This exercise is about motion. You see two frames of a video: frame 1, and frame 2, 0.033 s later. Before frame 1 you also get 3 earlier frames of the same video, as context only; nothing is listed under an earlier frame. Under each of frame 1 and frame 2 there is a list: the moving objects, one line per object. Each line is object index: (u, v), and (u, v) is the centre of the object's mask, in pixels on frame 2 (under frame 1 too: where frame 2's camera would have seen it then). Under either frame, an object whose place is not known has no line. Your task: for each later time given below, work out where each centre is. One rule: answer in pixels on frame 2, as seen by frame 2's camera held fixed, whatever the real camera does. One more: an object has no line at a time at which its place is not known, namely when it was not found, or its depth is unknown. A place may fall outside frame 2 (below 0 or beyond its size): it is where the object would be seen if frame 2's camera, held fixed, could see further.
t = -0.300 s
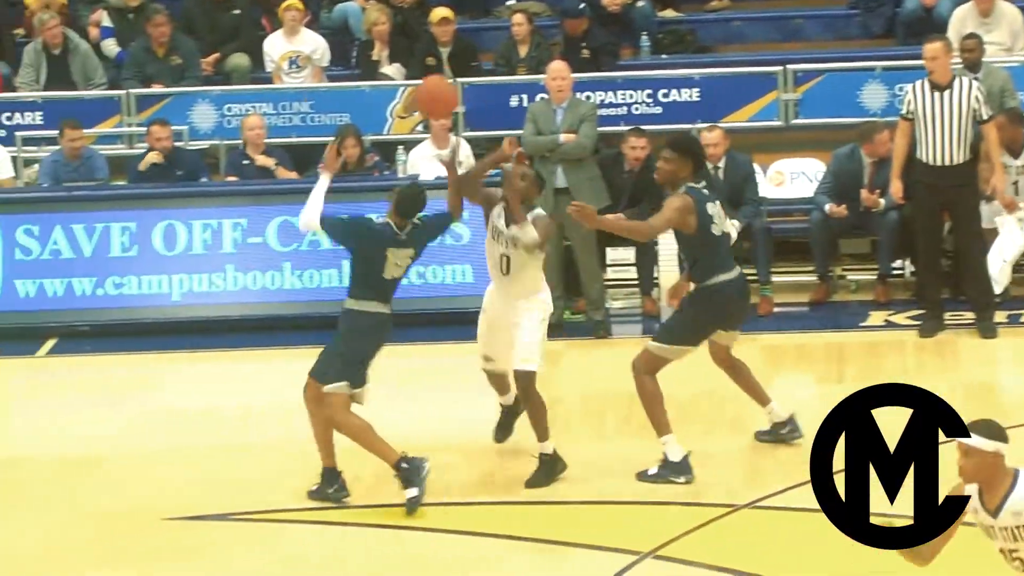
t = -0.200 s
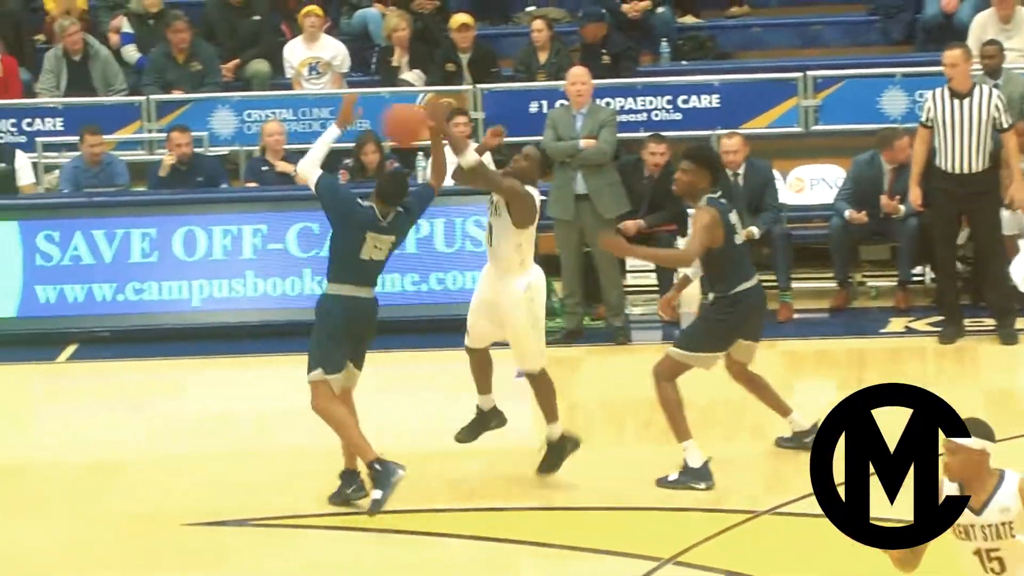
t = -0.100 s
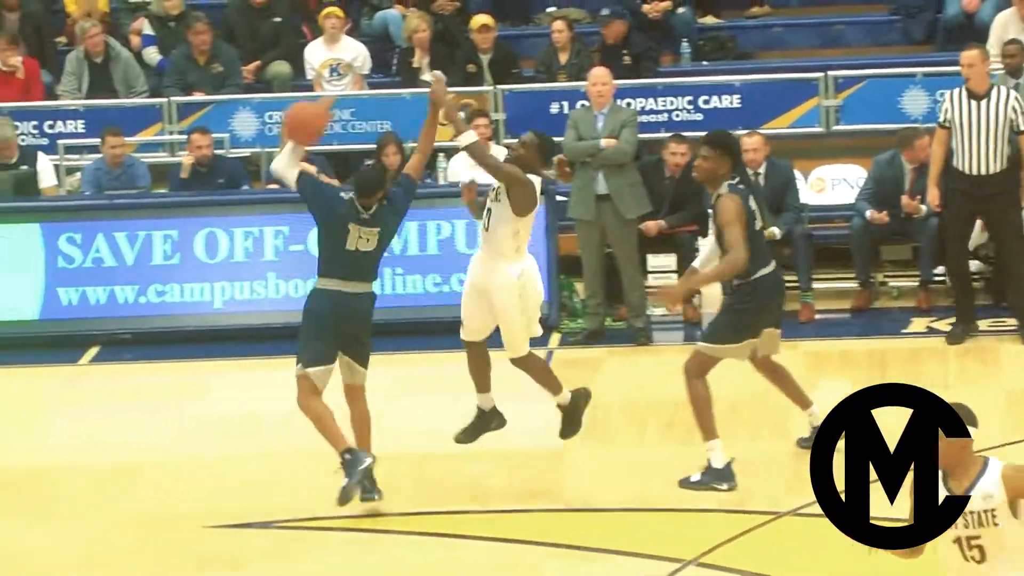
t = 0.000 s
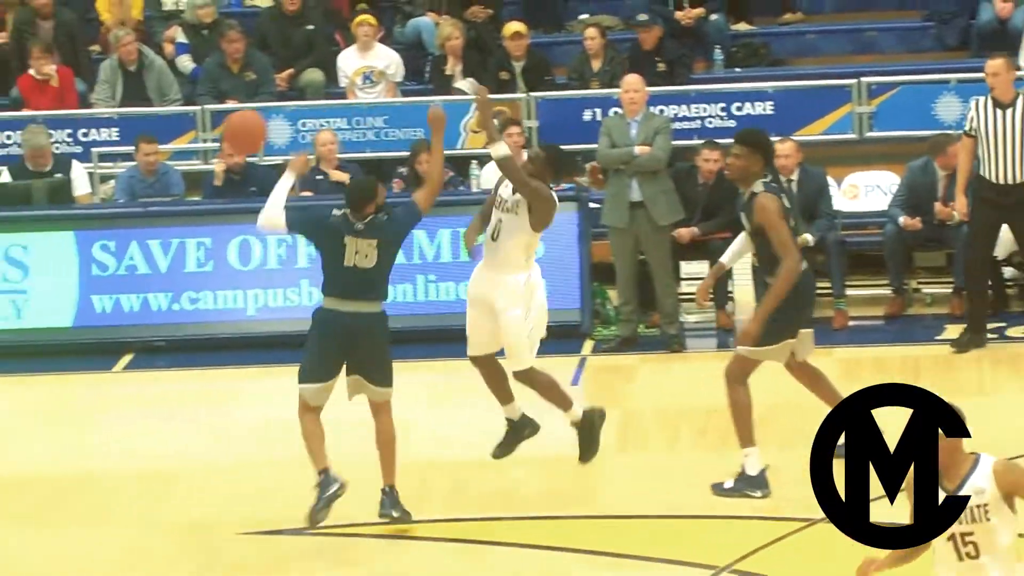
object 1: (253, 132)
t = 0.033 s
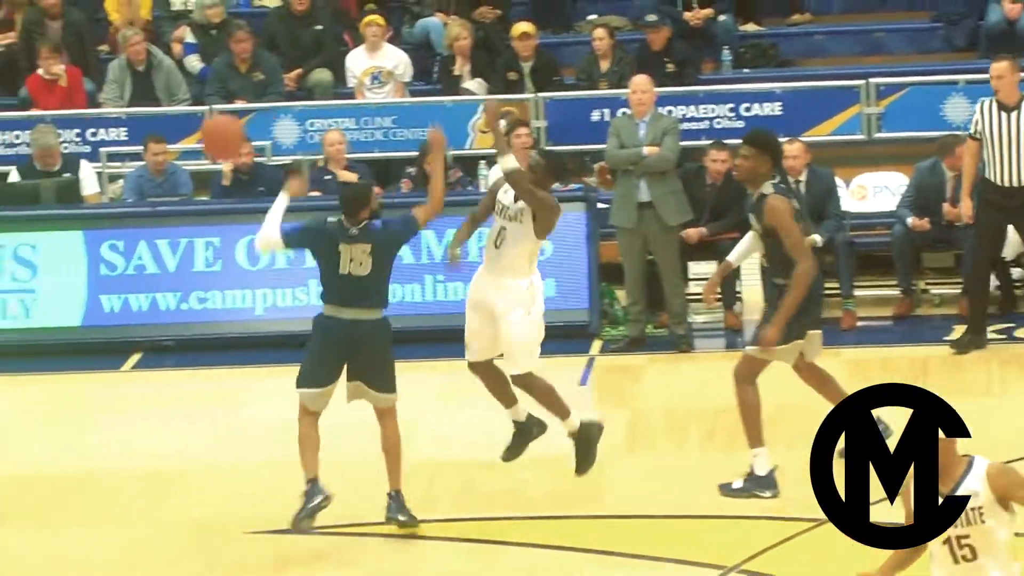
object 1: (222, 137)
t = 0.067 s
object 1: (191, 144)
